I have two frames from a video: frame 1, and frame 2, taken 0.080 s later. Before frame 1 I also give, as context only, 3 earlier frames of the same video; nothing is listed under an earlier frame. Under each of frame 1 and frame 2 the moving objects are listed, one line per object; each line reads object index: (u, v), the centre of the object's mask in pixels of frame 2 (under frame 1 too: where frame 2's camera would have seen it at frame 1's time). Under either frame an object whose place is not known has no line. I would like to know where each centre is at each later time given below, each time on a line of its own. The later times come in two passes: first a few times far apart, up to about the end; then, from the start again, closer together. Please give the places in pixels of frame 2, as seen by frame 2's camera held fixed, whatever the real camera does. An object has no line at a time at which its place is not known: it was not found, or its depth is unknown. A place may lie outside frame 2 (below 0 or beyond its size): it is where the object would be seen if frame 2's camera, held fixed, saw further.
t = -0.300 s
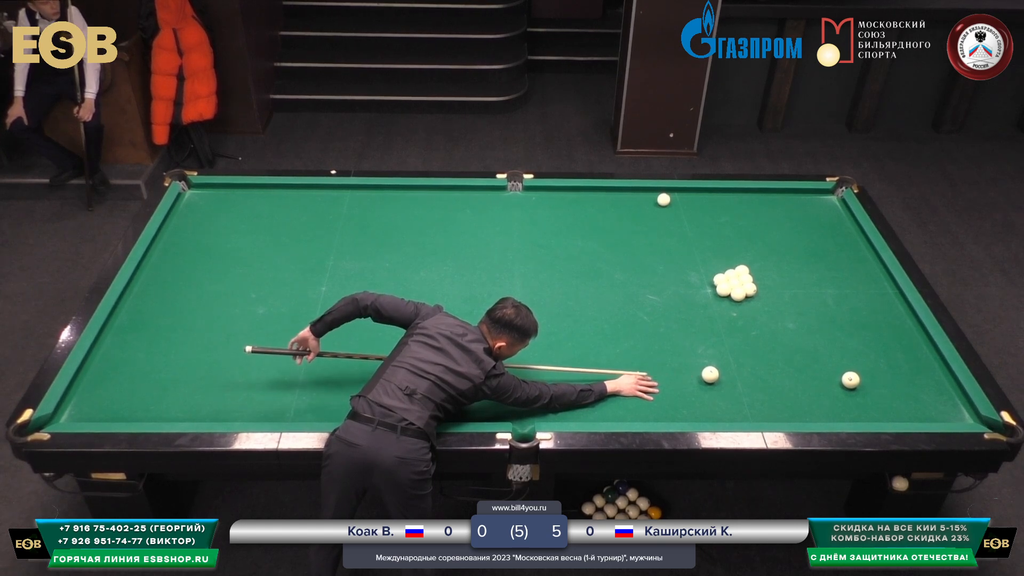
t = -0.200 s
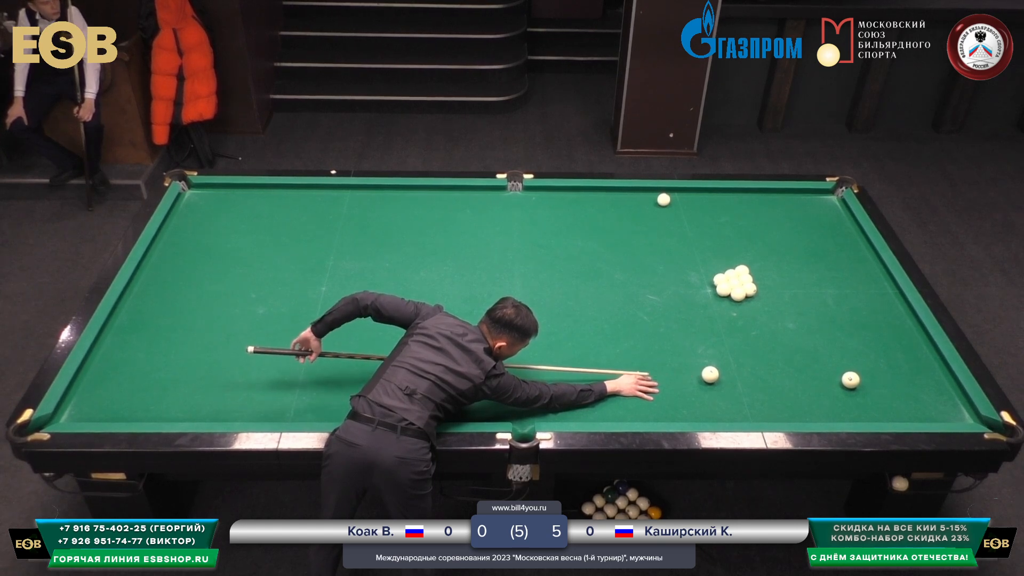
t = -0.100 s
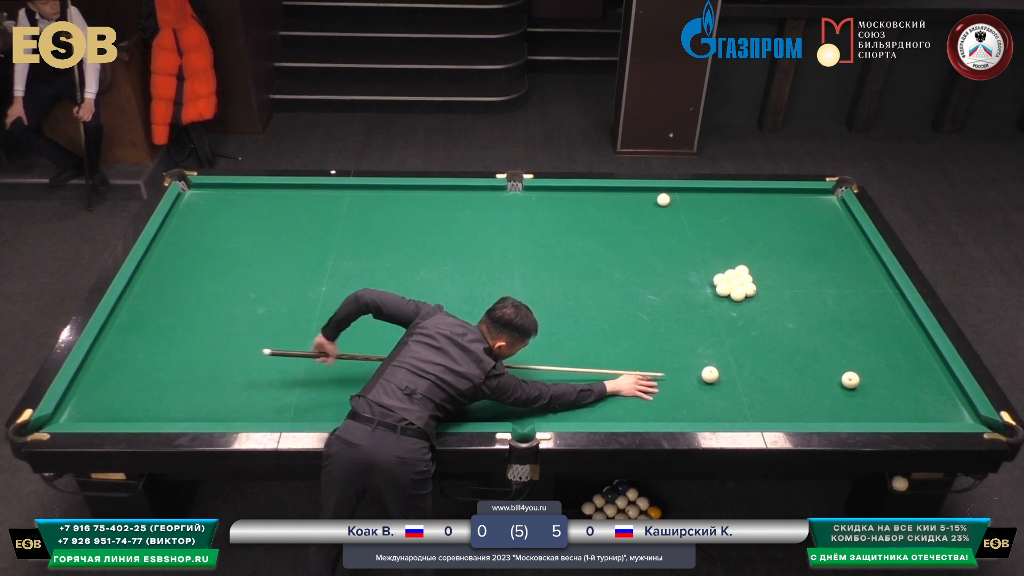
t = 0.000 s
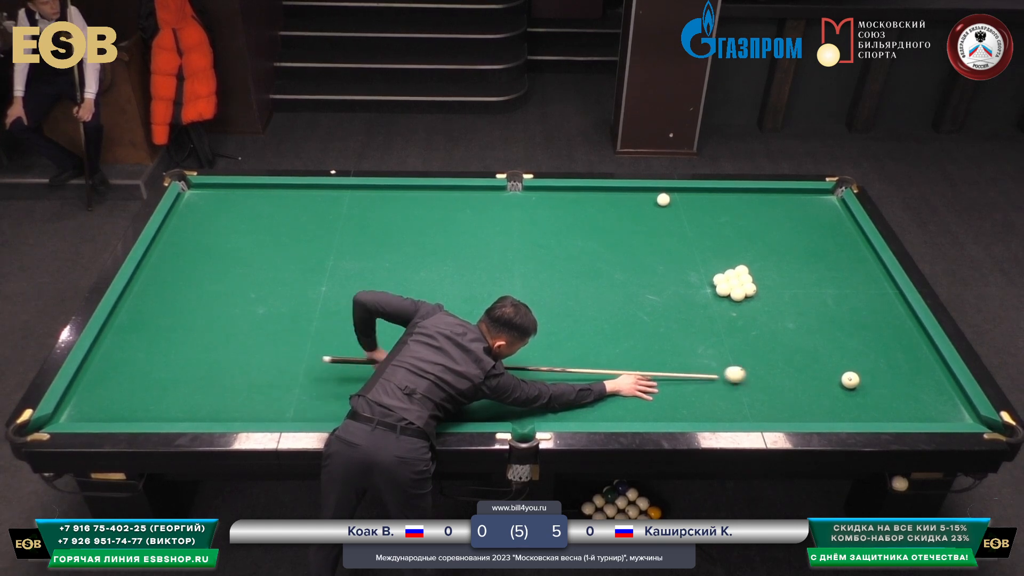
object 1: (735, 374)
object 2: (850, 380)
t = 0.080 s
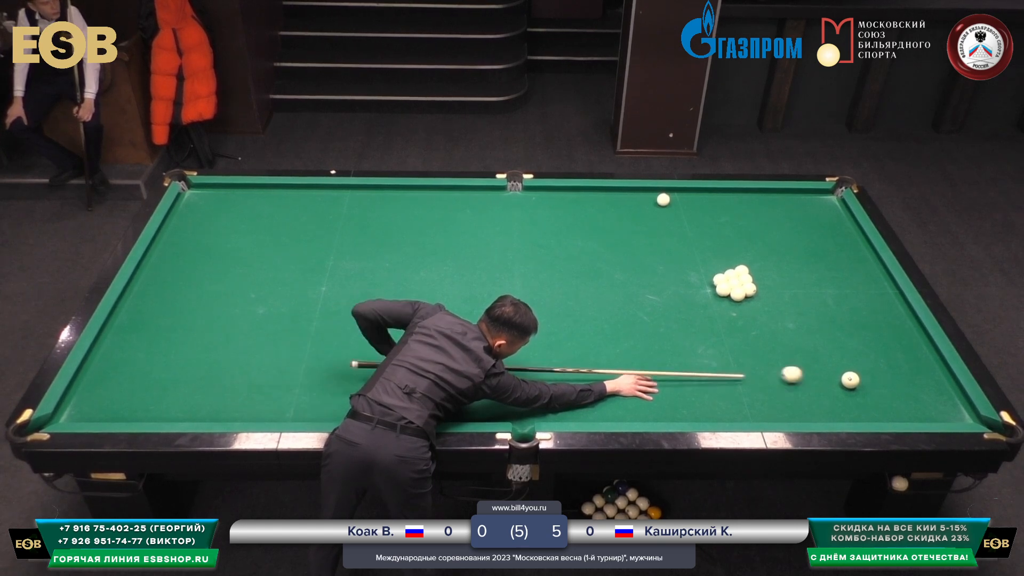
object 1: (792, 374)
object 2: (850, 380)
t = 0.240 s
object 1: (838, 359)
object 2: (907, 397)
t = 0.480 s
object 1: (836, 331)
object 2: (974, 417)
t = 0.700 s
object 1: (829, 309)
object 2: (968, 413)
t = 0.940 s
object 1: (822, 288)
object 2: (964, 411)
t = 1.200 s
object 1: (814, 267)
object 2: (959, 408)
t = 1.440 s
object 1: (808, 250)
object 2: (956, 407)
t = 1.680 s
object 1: (803, 234)
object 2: (954, 406)
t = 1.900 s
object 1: (798, 220)
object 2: (953, 405)
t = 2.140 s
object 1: (793, 207)
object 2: (952, 405)
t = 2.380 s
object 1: (789, 194)
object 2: (953, 405)
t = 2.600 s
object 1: (790, 197)
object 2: (953, 406)
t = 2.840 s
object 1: (792, 203)
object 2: (952, 406)
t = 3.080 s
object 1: (794, 210)
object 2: (953, 405)
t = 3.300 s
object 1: (796, 215)
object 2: (953, 406)
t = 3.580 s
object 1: (798, 222)
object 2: (953, 405)
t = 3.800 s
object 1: (801, 226)
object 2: (953, 405)
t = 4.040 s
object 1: (802, 231)
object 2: (953, 406)
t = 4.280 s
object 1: (804, 236)
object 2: (953, 405)
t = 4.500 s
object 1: (806, 239)
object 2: (953, 405)
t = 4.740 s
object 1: (807, 243)
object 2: (952, 405)
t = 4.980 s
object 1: (808, 246)
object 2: (953, 405)
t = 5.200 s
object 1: (809, 249)
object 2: (953, 405)
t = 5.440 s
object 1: (809, 251)
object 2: (953, 405)
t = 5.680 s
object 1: (810, 253)
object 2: (953, 405)
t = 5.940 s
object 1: (810, 254)
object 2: (953, 405)
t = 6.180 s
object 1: (810, 255)
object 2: (953, 405)
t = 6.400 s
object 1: (810, 255)
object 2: (953, 405)
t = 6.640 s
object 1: (810, 255)
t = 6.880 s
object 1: (810, 255)
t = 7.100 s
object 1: (810, 255)
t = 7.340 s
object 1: (810, 255)
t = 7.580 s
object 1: (810, 255)
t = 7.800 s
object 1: (810, 255)
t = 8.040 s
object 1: (810, 255)
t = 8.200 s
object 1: (810, 255)
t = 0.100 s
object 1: (805, 374)
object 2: (850, 380)
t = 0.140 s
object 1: (831, 374)
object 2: (850, 380)
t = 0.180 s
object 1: (836, 368)
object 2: (872, 387)
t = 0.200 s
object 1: (837, 365)
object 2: (884, 390)
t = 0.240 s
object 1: (838, 359)
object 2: (907, 397)
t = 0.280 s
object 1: (839, 353)
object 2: (929, 404)
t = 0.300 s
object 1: (839, 351)
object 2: (940, 407)
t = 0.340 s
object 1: (840, 346)
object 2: (960, 413)
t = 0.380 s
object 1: (839, 341)
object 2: (978, 418)
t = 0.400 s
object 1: (838, 339)
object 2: (978, 418)
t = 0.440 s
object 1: (837, 335)
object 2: (976, 418)
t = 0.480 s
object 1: (836, 331)
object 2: (974, 417)
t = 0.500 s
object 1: (835, 329)
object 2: (974, 416)
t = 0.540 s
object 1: (834, 325)
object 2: (973, 415)
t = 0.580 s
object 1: (832, 321)
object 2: (972, 415)
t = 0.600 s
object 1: (832, 319)
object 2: (971, 415)
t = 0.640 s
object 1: (830, 315)
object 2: (970, 414)
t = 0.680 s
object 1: (829, 311)
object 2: (969, 414)
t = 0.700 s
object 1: (829, 309)
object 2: (968, 413)
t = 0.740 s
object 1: (827, 306)
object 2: (968, 413)
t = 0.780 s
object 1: (826, 302)
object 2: (967, 412)
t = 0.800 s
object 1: (825, 300)
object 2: (966, 412)
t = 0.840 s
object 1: (824, 297)
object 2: (966, 412)
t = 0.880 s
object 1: (823, 293)
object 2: (965, 411)
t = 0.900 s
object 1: (823, 291)
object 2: (964, 411)
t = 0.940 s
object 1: (822, 288)
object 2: (964, 411)
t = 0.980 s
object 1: (820, 285)
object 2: (963, 410)
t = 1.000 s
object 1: (820, 283)
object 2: (962, 410)
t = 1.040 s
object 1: (819, 280)
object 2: (962, 410)
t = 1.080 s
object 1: (818, 277)
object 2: (961, 409)
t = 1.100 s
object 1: (817, 275)
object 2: (961, 409)
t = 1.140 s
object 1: (816, 272)
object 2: (960, 409)
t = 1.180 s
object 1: (815, 269)
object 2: (960, 408)
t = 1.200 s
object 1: (814, 267)
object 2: (959, 408)
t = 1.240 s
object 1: (813, 264)
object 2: (959, 408)
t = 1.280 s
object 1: (812, 262)
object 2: (958, 408)
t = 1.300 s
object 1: (812, 260)
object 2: (958, 408)
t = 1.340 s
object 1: (810, 257)
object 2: (957, 407)
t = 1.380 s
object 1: (809, 254)
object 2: (956, 407)
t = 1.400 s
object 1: (809, 253)
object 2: (956, 407)
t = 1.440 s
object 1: (808, 250)
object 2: (956, 407)
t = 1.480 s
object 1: (808, 247)
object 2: (956, 407)
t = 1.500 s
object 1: (807, 246)
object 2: (955, 406)
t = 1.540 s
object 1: (806, 243)
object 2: (955, 406)
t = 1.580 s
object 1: (805, 240)
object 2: (955, 406)
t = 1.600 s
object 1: (805, 239)
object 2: (954, 406)
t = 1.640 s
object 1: (804, 236)
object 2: (954, 406)
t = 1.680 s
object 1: (803, 234)
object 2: (954, 406)
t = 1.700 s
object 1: (802, 232)
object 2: (954, 406)
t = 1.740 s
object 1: (801, 230)
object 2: (953, 406)
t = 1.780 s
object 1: (801, 227)
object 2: (953, 405)
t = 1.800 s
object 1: (800, 226)
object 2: (953, 405)
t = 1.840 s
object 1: (799, 224)
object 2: (953, 405)
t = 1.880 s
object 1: (798, 221)
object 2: (953, 405)
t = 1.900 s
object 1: (798, 220)
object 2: (953, 405)
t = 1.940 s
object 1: (797, 218)
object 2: (953, 405)
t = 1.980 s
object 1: (797, 215)
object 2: (953, 405)
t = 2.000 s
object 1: (796, 214)
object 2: (953, 405)
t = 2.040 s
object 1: (795, 212)
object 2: (953, 405)
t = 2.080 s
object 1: (795, 210)
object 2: (953, 405)
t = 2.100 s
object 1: (794, 209)
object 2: (952, 405)
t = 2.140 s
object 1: (793, 207)
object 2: (952, 405)
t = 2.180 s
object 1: (792, 204)
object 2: (952, 405)
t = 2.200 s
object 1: (792, 203)
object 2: (952, 405)
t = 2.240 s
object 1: (791, 201)
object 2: (953, 405)
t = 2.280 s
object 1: (791, 199)
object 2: (953, 406)
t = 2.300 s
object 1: (790, 198)
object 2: (953, 406)
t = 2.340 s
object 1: (790, 196)
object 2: (953, 405)
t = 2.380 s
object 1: (789, 194)
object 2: (953, 405)
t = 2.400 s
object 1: (789, 193)
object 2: (953, 405)
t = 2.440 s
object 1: (788, 192)
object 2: (953, 405)
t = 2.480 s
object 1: (789, 194)
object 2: (953, 405)
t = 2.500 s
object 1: (789, 194)
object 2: (953, 405)
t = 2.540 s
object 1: (789, 195)
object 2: (953, 405)
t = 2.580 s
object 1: (790, 196)
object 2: (953, 406)
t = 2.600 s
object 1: (790, 197)
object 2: (953, 406)
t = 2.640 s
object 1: (790, 198)
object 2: (953, 405)
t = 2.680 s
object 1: (791, 199)
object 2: (953, 406)
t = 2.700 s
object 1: (791, 200)
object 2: (953, 406)
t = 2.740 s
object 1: (791, 201)
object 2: (953, 406)
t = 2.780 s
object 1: (791, 202)
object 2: (952, 405)
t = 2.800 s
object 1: (791, 203)
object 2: (952, 405)
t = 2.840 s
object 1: (792, 203)
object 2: (952, 406)
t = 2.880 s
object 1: (792, 205)
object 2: (953, 406)
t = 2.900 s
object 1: (792, 205)
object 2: (953, 405)
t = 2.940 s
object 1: (793, 206)
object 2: (953, 405)
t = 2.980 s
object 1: (793, 207)
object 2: (953, 405)
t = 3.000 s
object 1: (794, 208)
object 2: (953, 405)
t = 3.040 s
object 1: (794, 209)
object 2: (953, 405)
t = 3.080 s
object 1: (794, 210)
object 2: (953, 405)
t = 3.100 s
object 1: (794, 210)
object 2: (953, 405)
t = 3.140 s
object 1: (795, 211)
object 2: (953, 405)
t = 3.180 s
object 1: (795, 212)
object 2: (953, 405)
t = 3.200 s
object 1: (795, 213)
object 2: (953, 405)
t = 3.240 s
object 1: (796, 214)
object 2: (953, 405)
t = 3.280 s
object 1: (796, 215)
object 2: (953, 406)
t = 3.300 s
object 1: (796, 215)
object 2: (953, 406)
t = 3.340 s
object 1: (797, 216)
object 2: (953, 406)
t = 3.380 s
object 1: (797, 217)
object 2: (953, 405)
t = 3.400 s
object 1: (797, 218)
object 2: (953, 406)
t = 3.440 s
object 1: (797, 219)
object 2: (953, 406)
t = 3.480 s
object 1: (798, 219)
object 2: (953, 405)
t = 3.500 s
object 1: (798, 220)
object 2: (952, 406)
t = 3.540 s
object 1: (798, 221)
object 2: (952, 405)
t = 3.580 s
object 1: (798, 222)
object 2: (953, 405)
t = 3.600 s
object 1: (799, 222)
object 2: (953, 406)
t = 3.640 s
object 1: (799, 223)
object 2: (953, 405)
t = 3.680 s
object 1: (800, 224)
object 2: (953, 405)
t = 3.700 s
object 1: (800, 224)
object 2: (953, 405)
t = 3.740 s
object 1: (800, 225)
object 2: (953, 405)
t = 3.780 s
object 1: (800, 226)
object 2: (953, 405)
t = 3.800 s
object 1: (801, 226)
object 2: (953, 405)
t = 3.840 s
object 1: (801, 227)
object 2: (953, 406)
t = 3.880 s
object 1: (801, 228)
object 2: (953, 405)
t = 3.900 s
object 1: (801, 229)
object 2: (953, 406)
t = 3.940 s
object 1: (802, 229)
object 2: (953, 406)
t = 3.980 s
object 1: (802, 230)
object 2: (953, 405)
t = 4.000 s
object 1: (802, 231)
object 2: (953, 406)
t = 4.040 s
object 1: (802, 231)
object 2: (953, 406)
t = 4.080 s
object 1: (802, 232)
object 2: (953, 406)
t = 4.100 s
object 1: (803, 232)
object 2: (953, 406)
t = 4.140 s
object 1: (803, 233)
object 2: (953, 405)
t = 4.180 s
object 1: (803, 234)
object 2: (952, 405)
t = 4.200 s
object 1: (803, 234)
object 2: (953, 405)
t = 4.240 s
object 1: (804, 235)
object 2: (953, 406)
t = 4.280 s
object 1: (804, 236)
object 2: (953, 405)
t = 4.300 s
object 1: (804, 236)
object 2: (953, 405)
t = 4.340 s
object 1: (804, 237)
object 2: (953, 405)
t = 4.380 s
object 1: (805, 237)
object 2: (953, 405)
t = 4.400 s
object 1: (805, 238)
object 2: (953, 405)
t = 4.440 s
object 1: (805, 238)
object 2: (953, 405)
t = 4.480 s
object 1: (806, 239)
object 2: (953, 406)
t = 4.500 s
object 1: (806, 239)
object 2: (953, 405)
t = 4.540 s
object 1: (806, 240)
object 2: (953, 405)
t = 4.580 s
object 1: (806, 241)
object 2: (953, 406)
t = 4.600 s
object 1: (806, 241)
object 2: (953, 406)
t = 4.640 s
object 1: (806, 242)
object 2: (953, 406)
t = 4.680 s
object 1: (806, 242)
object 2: (952, 406)
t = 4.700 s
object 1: (806, 243)
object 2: (952, 405)
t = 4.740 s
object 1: (807, 243)
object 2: (952, 405)
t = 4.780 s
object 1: (807, 244)
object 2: (953, 405)
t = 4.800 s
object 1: (807, 244)
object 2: (953, 405)
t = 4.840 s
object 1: (808, 244)
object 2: (953, 405)
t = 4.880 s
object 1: (808, 245)
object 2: (953, 405)
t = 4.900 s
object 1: (808, 245)
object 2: (953, 405)
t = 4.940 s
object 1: (808, 246)
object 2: (953, 405)
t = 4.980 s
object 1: (808, 246)
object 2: (953, 405)
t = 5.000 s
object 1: (808, 246)
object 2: (953, 405)
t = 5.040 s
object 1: (808, 247)
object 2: (953, 405)
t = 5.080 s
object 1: (809, 247)
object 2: (953, 405)
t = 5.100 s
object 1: (809, 248)
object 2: (953, 405)
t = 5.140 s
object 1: (809, 248)
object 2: (953, 405)
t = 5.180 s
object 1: (809, 248)
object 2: (953, 405)
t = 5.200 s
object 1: (809, 249)
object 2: (953, 405)
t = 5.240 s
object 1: (809, 249)
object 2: (953, 406)
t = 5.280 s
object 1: (809, 250)
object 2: (953, 406)
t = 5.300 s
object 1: (809, 250)
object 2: (953, 406)
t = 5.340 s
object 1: (809, 250)
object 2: (952, 405)
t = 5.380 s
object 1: (809, 251)
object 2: (952, 405)
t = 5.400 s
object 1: (809, 251)
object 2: (953, 405)
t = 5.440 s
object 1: (809, 251)
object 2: (953, 405)
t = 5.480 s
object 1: (809, 251)
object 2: (952, 405)
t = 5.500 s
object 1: (809, 251)
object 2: (952, 405)
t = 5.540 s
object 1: (810, 252)
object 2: (953, 405)
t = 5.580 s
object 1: (810, 252)
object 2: (953, 405)
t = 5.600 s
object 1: (810, 252)
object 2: (953, 406)
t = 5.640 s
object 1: (810, 252)
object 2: (953, 405)
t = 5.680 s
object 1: (810, 253)
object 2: (953, 405)
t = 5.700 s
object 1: (810, 253)
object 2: (953, 406)
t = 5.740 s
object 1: (810, 253)
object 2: (953, 405)
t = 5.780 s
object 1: (810, 253)
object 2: (953, 405)
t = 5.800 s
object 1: (810, 253)
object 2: (953, 405)
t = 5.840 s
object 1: (810, 254)
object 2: (953, 405)
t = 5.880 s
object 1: (810, 254)
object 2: (953, 405)
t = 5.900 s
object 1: (810, 254)
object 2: (953, 405)
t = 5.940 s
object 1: (810, 254)
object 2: (953, 405)
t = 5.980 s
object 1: (810, 254)
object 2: (953, 405)
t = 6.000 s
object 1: (810, 254)
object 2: (953, 405)
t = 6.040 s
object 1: (810, 255)
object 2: (953, 405)
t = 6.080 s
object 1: (810, 255)
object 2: (953, 405)
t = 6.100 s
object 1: (810, 255)
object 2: (953, 405)
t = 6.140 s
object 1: (810, 255)
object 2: (953, 405)
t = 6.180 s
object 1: (810, 255)
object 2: (953, 405)
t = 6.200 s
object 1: (810, 255)
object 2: (953, 405)
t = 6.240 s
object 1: (810, 255)
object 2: (953, 405)
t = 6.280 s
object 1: (810, 255)
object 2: (953, 405)
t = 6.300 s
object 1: (810, 255)
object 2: (953, 405)
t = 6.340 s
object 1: (810, 255)
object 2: (953, 405)
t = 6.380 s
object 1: (810, 255)
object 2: (953, 405)
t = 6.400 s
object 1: (810, 255)
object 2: (953, 405)
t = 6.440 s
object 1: (810, 255)
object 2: (953, 405)
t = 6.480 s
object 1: (810, 255)
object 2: (953, 406)
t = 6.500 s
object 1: (810, 255)
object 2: (952, 406)
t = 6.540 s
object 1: (810, 255)
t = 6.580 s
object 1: (810, 255)
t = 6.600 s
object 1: (810, 255)
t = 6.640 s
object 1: (810, 255)
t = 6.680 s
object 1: (810, 255)
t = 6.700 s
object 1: (810, 255)
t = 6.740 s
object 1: (810, 255)
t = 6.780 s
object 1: (810, 255)
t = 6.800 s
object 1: (810, 255)
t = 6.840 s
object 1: (810, 255)
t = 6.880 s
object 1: (810, 255)
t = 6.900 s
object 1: (810, 255)
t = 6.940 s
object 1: (810, 255)
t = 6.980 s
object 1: (810, 255)
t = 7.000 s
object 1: (810, 255)
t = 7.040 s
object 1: (810, 255)
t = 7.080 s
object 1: (810, 255)
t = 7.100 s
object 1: (810, 255)
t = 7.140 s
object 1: (810, 255)
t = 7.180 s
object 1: (810, 255)
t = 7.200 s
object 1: (810, 255)
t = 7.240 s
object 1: (810, 255)
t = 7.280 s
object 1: (810, 255)
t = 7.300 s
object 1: (810, 255)
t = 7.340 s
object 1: (810, 255)
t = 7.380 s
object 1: (810, 255)
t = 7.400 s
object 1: (810, 255)
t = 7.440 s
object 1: (810, 255)
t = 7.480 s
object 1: (810, 255)
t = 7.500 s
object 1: (810, 255)
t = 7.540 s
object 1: (810, 255)
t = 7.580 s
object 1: (810, 255)
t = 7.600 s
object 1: (810, 255)
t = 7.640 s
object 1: (810, 255)
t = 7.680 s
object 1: (810, 255)
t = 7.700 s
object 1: (810, 255)
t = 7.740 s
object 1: (810, 255)
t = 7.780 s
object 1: (810, 255)
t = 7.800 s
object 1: (810, 255)
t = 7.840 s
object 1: (810, 255)
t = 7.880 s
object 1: (810, 255)
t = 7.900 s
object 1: (810, 255)
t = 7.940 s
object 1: (810, 255)
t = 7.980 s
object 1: (810, 255)
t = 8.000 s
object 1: (810, 255)
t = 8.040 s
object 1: (810, 255)
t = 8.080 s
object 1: (810, 255)
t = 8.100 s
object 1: (810, 255)
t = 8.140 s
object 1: (810, 255)
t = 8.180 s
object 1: (810, 255)
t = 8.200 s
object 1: (810, 255)
